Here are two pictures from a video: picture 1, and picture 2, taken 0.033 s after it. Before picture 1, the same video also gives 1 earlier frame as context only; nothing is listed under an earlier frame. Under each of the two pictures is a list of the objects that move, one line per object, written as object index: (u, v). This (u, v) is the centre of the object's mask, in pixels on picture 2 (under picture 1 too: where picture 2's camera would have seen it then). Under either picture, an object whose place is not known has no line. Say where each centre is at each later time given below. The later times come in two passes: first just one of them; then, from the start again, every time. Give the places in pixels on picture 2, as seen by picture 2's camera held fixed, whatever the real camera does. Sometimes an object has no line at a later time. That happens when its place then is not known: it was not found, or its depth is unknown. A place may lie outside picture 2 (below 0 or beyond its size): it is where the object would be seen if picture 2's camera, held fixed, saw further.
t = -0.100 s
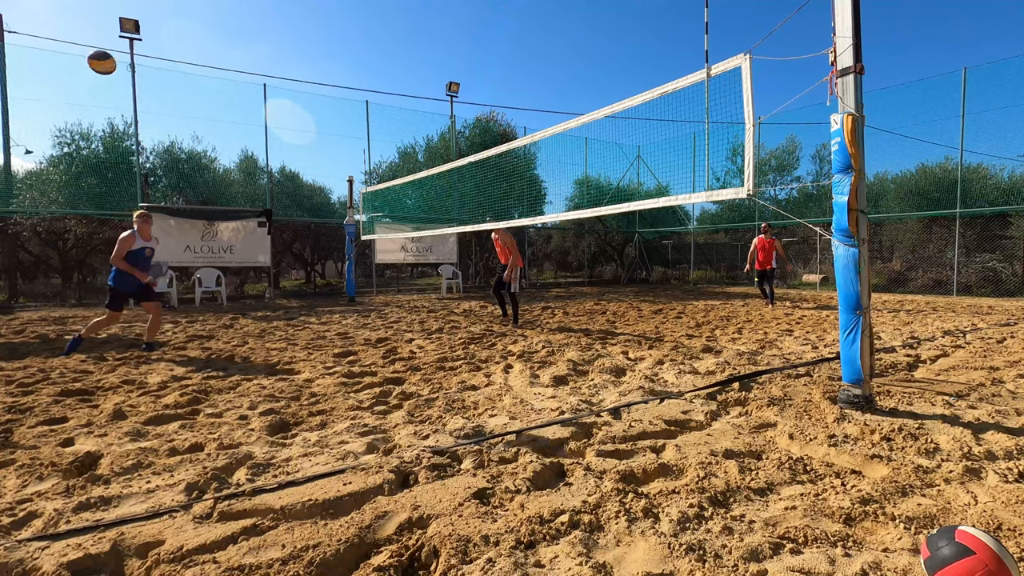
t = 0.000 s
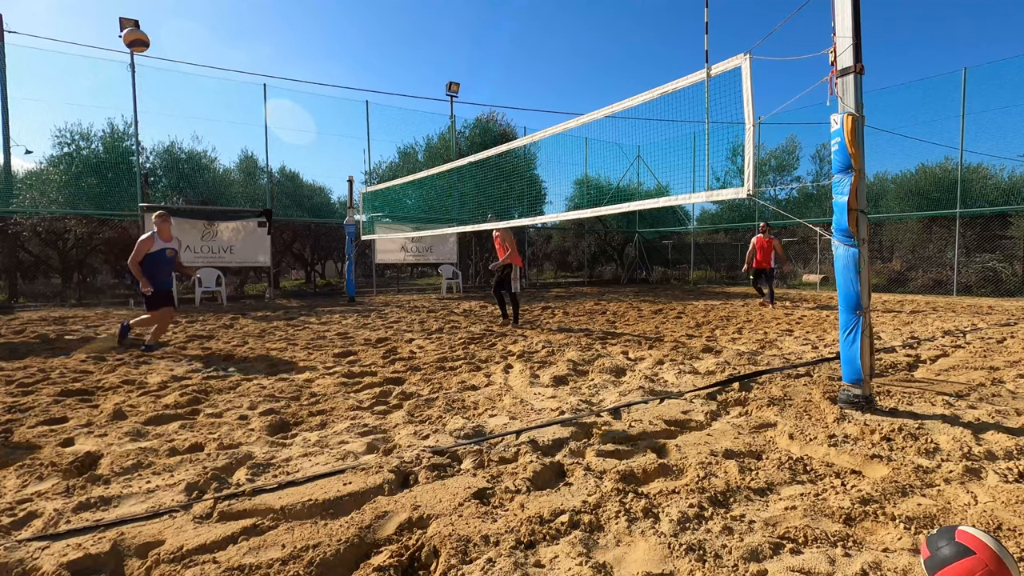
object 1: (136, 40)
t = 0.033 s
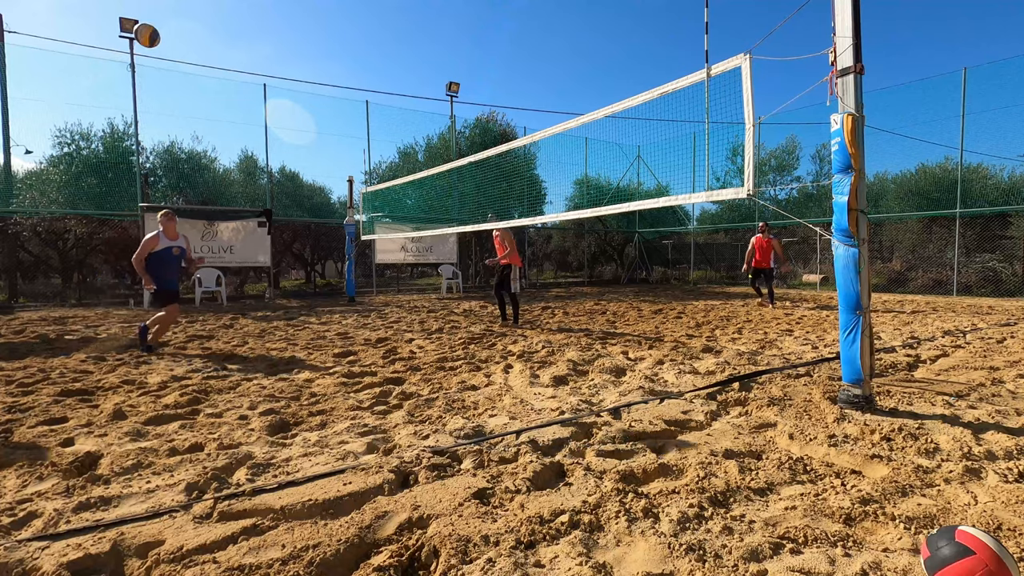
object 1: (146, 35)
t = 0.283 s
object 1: (219, 35)
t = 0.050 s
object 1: (152, 33)
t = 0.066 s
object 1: (157, 32)
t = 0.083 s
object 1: (162, 30)
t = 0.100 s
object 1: (167, 29)
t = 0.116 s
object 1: (172, 28)
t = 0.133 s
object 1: (177, 28)
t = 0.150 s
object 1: (182, 28)
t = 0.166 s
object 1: (187, 28)
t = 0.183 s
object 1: (192, 28)
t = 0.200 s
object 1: (196, 29)
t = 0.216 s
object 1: (201, 30)
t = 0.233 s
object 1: (205, 30)
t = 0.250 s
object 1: (210, 32)
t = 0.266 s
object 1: (215, 33)
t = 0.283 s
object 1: (219, 35)
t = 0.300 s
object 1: (224, 37)
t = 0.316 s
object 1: (228, 39)
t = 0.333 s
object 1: (232, 42)
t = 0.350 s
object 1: (236, 44)
